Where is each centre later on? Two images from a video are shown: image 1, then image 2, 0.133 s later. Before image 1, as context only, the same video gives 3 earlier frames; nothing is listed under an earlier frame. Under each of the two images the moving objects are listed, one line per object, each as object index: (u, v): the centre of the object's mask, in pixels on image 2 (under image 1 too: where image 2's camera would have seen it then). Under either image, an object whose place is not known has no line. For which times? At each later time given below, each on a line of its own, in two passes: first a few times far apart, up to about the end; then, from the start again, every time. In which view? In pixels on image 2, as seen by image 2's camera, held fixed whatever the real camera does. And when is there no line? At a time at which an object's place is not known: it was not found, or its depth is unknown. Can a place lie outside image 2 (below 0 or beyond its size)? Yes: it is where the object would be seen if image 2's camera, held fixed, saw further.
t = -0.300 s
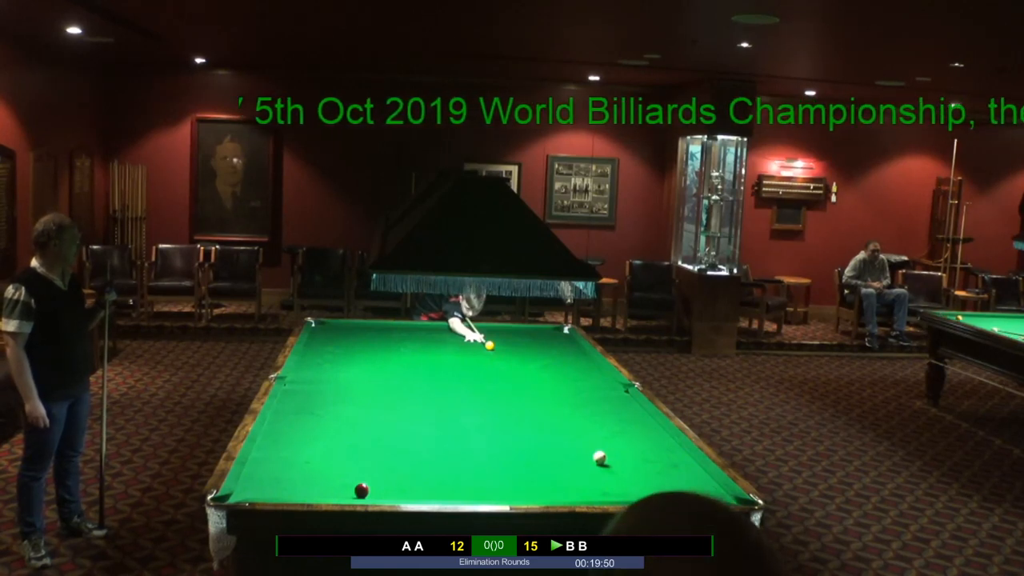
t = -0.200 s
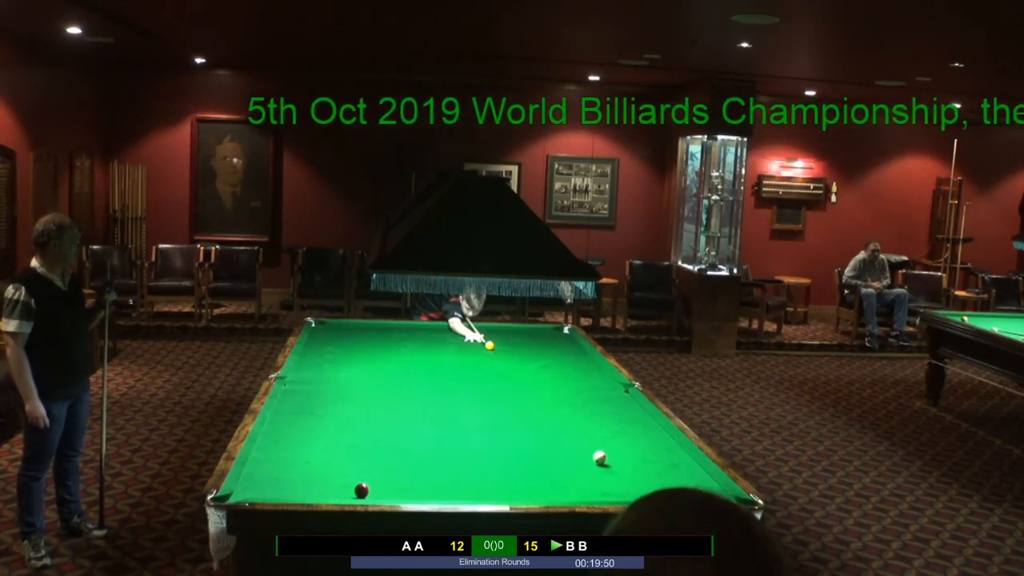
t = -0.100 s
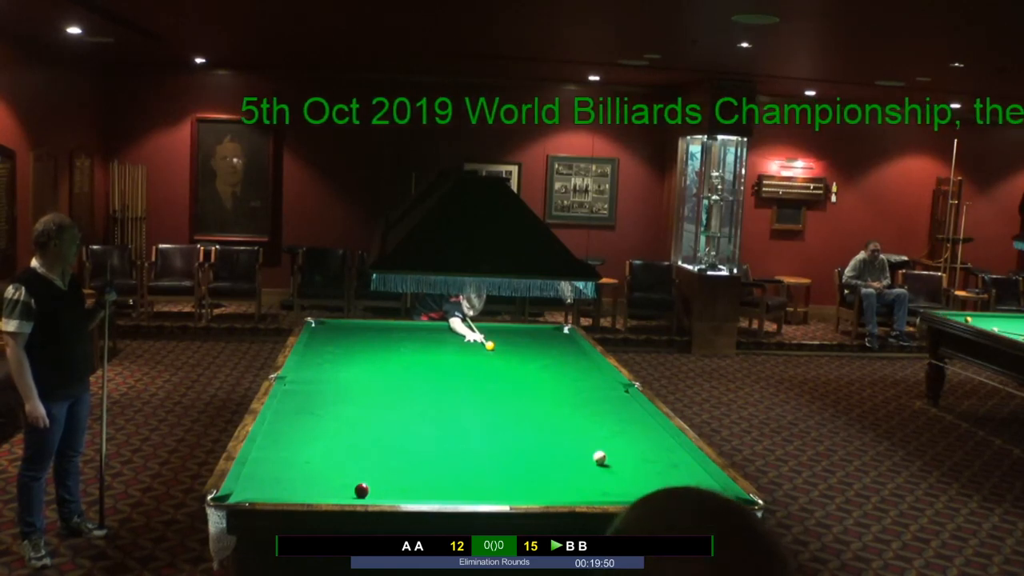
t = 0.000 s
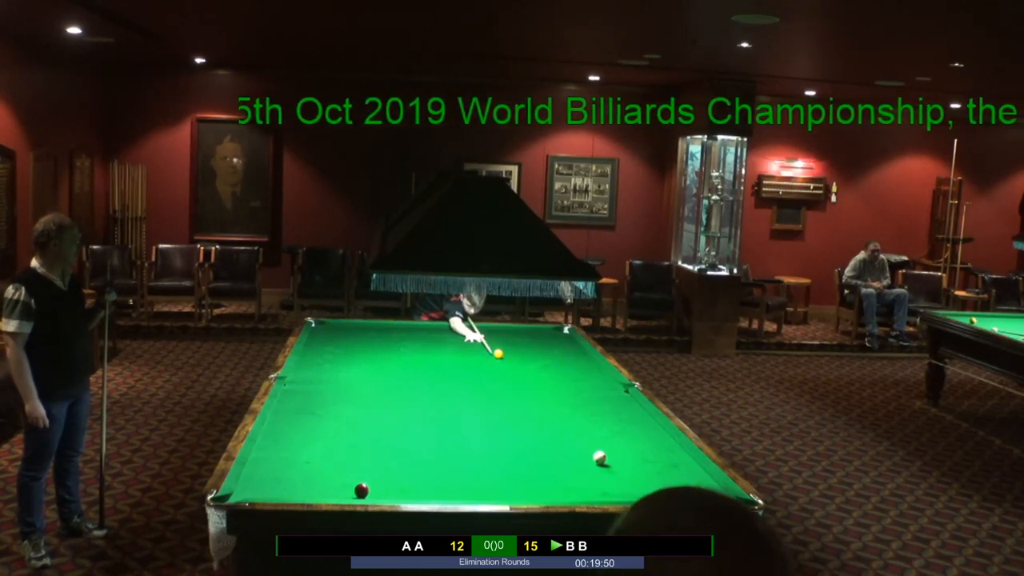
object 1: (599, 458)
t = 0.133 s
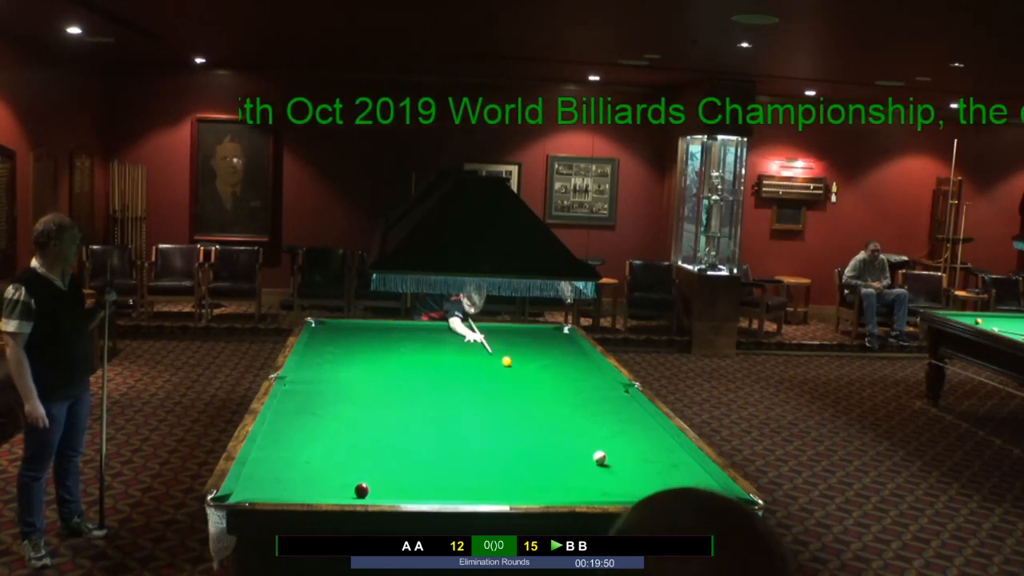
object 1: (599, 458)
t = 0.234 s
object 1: (599, 458)
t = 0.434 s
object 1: (599, 458)
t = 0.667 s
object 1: (599, 458)
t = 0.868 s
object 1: (599, 458)
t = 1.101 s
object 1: (599, 458)
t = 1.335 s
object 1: (597, 463)
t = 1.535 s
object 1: (589, 478)
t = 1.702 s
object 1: (583, 493)
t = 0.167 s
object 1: (599, 458)
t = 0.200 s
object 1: (599, 458)
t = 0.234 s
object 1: (599, 458)
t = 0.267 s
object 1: (599, 458)
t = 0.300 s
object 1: (599, 458)
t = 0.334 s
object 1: (599, 458)
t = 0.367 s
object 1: (599, 458)
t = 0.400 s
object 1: (599, 458)
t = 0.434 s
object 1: (599, 458)
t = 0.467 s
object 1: (599, 458)
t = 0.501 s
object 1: (599, 458)
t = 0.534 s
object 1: (599, 458)
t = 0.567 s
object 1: (599, 458)
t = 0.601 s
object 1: (599, 458)
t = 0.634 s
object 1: (599, 458)
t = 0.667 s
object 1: (599, 458)
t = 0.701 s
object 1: (599, 458)
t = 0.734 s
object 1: (599, 458)
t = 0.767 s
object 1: (599, 458)
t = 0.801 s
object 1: (599, 458)
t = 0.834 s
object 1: (599, 458)
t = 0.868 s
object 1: (599, 458)
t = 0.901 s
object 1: (599, 458)
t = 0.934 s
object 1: (599, 458)
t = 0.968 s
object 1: (599, 458)
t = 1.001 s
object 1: (599, 458)
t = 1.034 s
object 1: (599, 458)
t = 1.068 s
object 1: (599, 458)
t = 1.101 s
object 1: (599, 458)
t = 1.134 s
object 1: (599, 458)
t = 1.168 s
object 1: (599, 458)
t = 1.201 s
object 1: (600, 458)
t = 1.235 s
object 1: (599, 458)
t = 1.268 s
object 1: (598, 459)
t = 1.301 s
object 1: (598, 459)
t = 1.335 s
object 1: (597, 463)
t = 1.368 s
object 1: (595, 466)
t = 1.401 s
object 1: (594, 469)
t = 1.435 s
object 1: (592, 472)
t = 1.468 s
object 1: (591, 475)
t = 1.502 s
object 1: (589, 478)
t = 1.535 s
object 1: (589, 478)
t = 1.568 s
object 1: (588, 481)
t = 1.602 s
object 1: (587, 484)
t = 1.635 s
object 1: (585, 487)
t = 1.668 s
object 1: (584, 490)
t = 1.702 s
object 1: (583, 493)
